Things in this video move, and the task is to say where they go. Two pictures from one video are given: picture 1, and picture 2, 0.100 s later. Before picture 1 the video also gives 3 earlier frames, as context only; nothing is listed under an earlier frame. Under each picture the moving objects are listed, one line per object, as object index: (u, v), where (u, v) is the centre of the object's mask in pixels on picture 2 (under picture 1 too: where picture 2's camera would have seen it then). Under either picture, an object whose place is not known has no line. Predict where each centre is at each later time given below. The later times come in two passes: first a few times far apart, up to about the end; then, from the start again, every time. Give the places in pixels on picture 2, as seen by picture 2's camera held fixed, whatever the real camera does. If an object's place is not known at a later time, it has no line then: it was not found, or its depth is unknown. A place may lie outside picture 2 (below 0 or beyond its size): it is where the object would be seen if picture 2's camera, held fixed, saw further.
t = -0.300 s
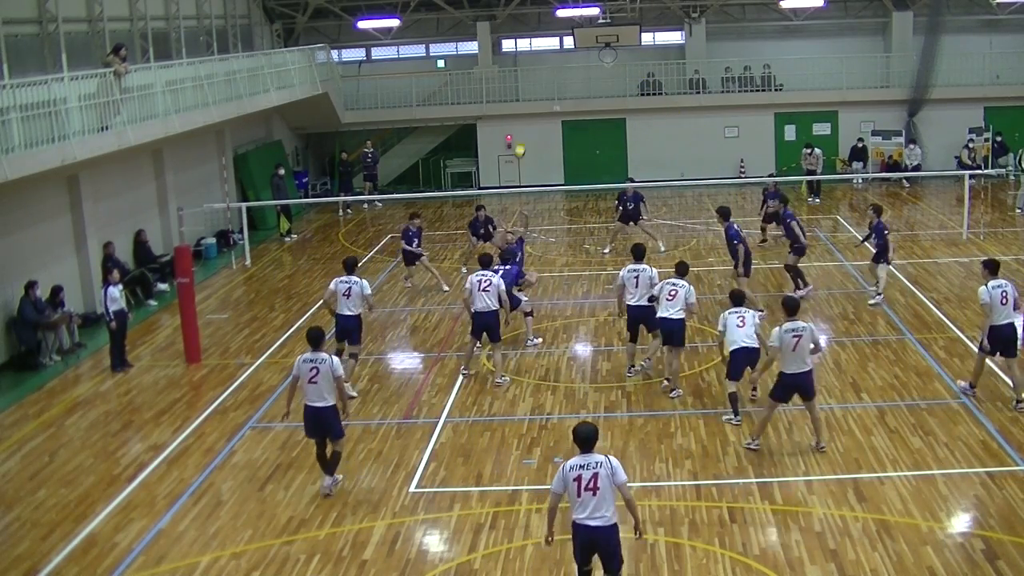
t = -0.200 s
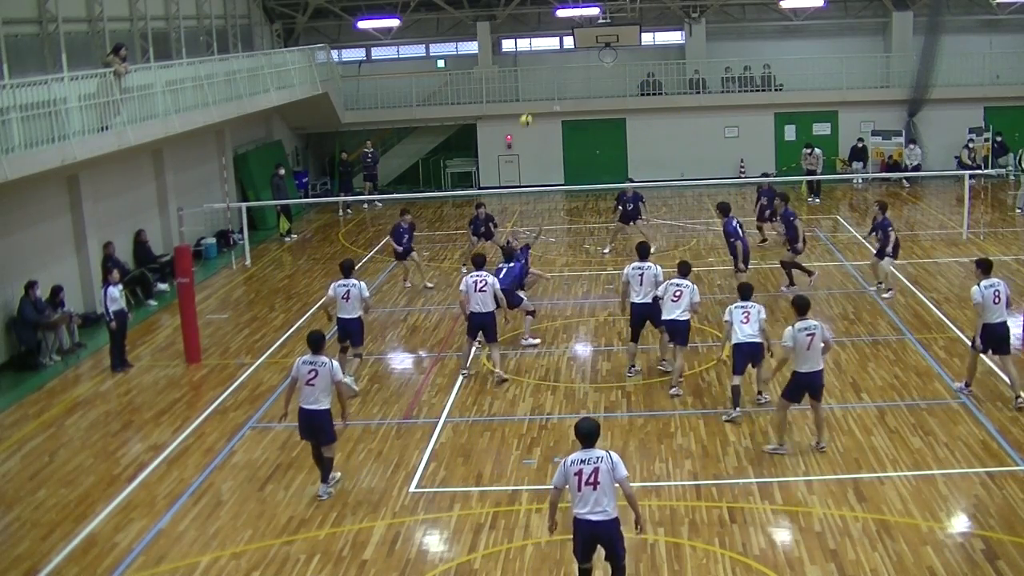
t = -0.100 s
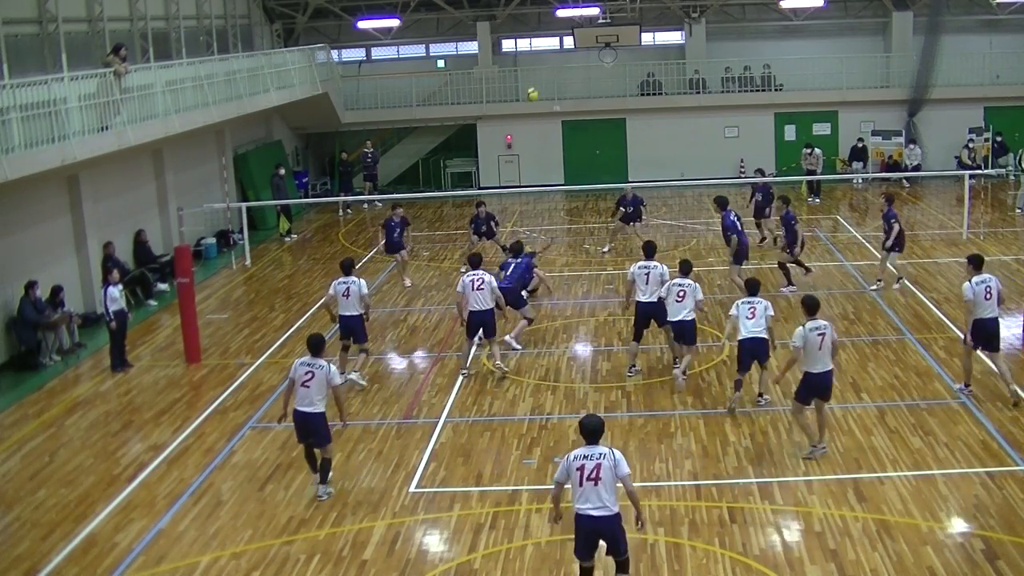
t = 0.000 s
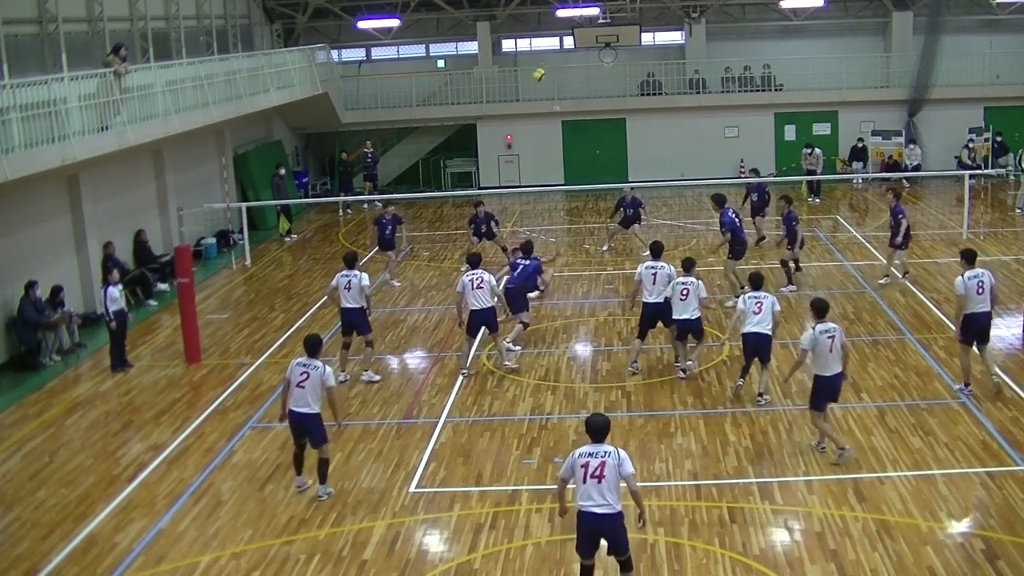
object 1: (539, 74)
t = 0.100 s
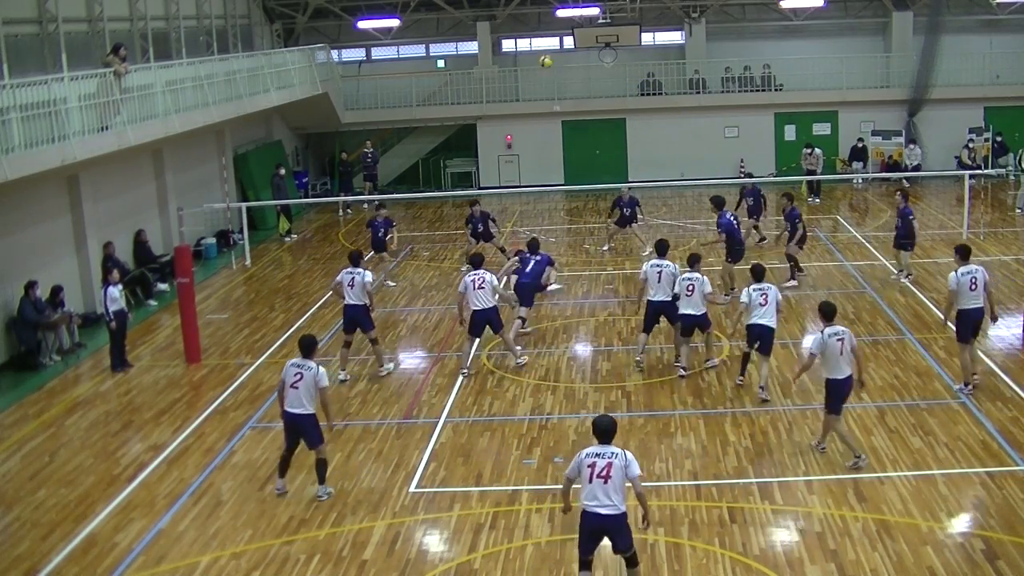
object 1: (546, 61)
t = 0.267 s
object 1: (558, 52)
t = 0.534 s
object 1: (578, 70)
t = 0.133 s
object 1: (548, 58)
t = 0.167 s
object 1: (550, 55)
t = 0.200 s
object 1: (552, 54)
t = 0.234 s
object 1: (556, 52)
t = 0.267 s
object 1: (558, 52)
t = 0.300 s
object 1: (560, 52)
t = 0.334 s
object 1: (563, 53)
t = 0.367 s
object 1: (564, 54)
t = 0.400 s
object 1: (567, 56)
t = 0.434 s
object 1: (570, 58)
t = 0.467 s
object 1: (572, 62)
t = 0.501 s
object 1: (575, 66)
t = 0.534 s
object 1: (578, 70)
